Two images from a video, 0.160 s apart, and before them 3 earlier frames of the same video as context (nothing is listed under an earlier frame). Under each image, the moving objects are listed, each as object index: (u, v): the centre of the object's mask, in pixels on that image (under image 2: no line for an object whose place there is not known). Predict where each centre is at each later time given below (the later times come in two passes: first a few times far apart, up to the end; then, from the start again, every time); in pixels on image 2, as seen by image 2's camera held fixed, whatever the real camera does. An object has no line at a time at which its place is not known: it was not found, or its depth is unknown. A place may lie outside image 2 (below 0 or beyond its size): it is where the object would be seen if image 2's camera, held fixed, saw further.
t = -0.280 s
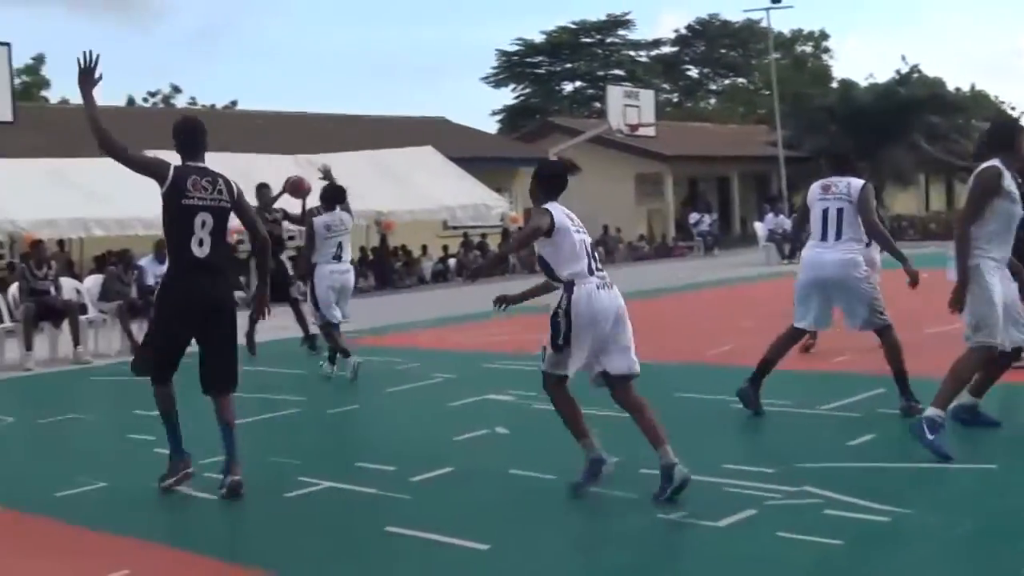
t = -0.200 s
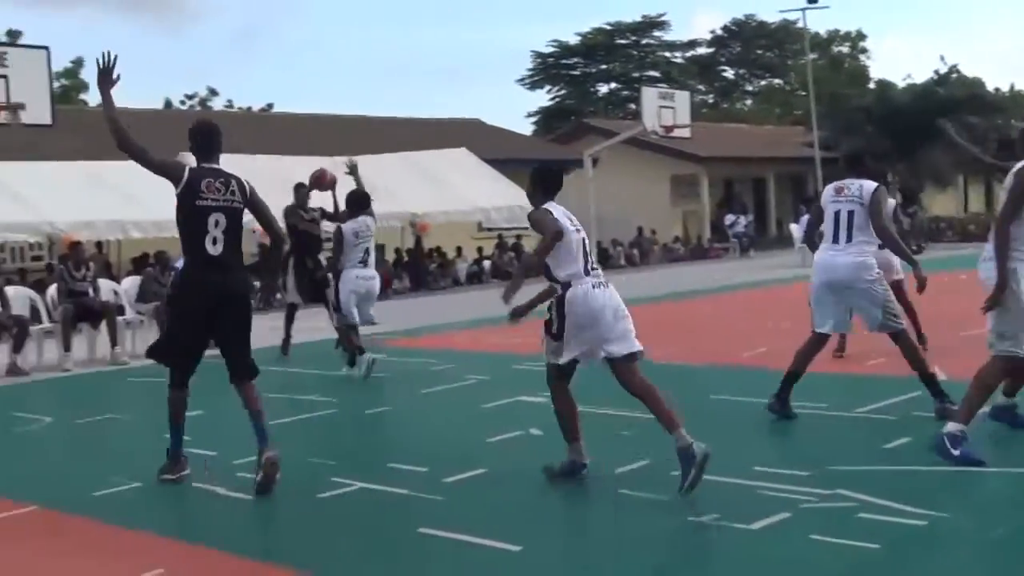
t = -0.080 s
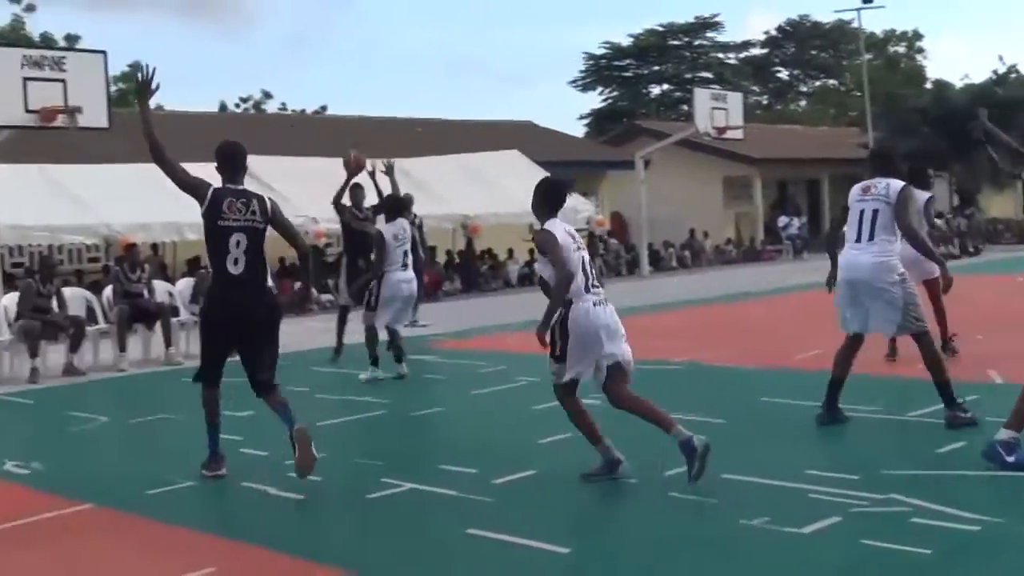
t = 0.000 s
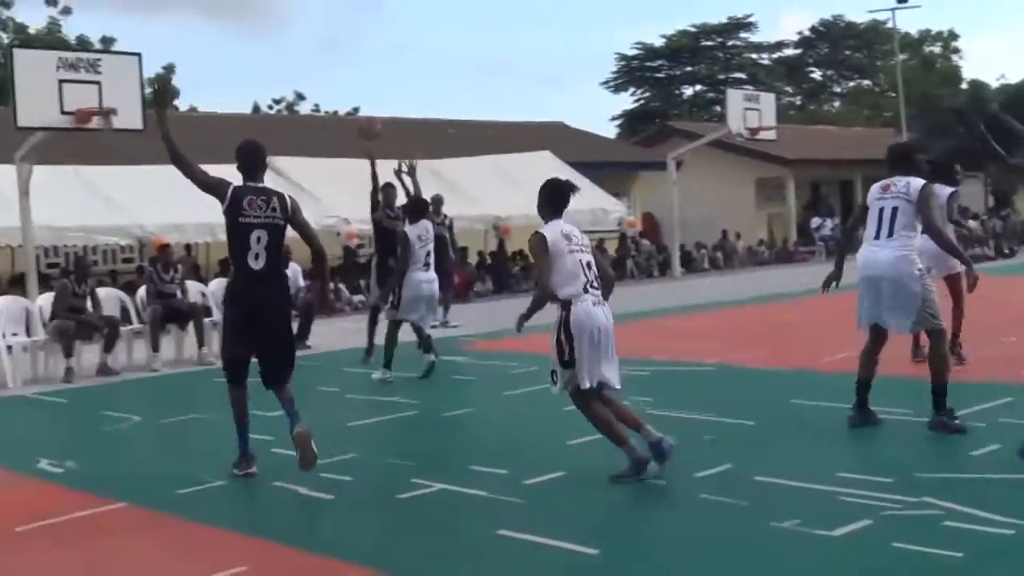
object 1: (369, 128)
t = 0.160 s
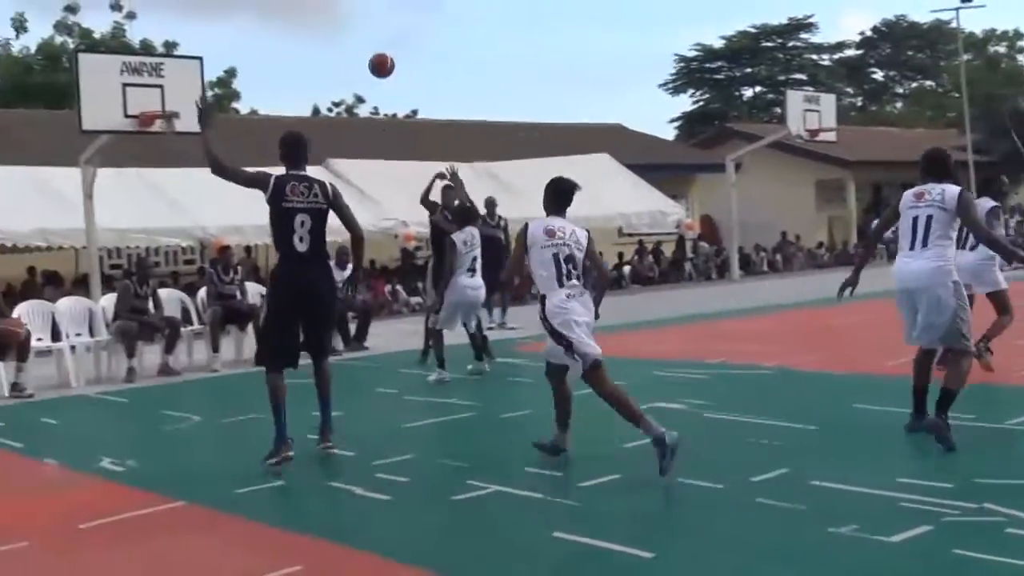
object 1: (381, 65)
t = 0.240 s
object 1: (357, 40)
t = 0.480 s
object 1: (275, 2)
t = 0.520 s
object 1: (259, 2)
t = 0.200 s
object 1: (369, 52)
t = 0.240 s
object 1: (357, 40)
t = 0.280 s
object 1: (345, 29)
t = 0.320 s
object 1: (332, 21)
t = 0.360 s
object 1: (319, 13)
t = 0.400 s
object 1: (304, 8)
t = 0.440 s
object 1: (290, 4)
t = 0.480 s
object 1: (275, 2)
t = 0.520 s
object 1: (259, 2)
